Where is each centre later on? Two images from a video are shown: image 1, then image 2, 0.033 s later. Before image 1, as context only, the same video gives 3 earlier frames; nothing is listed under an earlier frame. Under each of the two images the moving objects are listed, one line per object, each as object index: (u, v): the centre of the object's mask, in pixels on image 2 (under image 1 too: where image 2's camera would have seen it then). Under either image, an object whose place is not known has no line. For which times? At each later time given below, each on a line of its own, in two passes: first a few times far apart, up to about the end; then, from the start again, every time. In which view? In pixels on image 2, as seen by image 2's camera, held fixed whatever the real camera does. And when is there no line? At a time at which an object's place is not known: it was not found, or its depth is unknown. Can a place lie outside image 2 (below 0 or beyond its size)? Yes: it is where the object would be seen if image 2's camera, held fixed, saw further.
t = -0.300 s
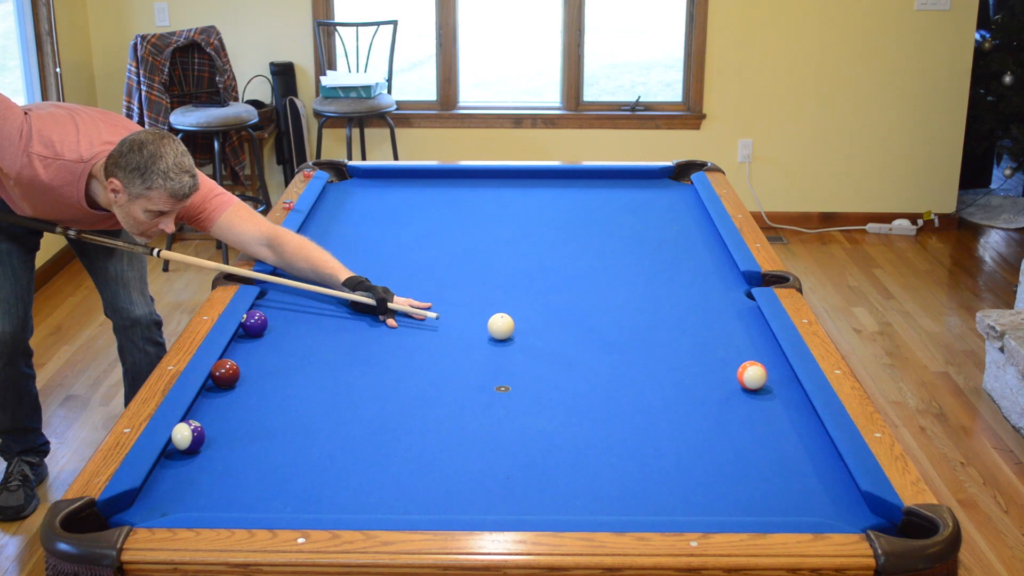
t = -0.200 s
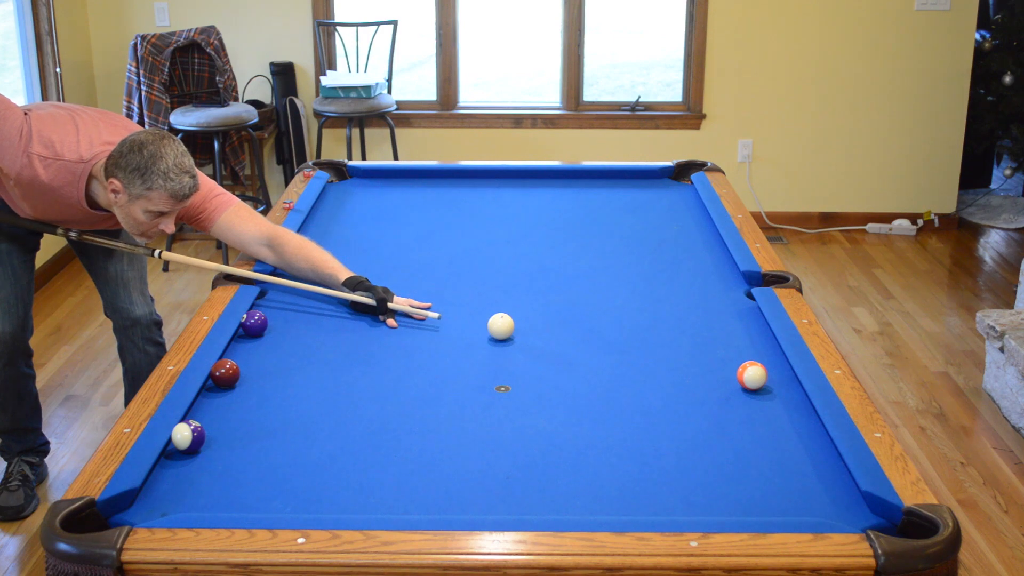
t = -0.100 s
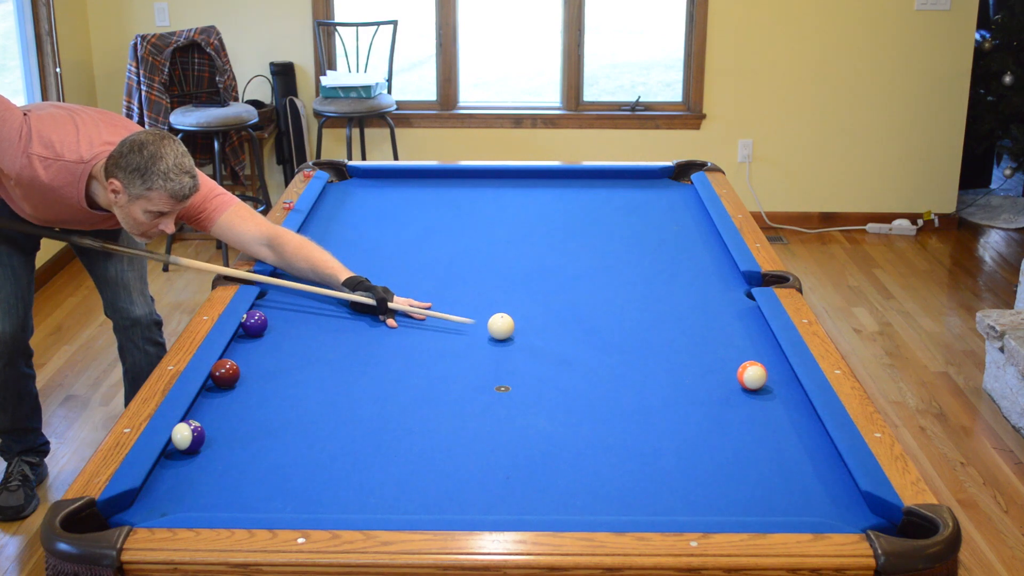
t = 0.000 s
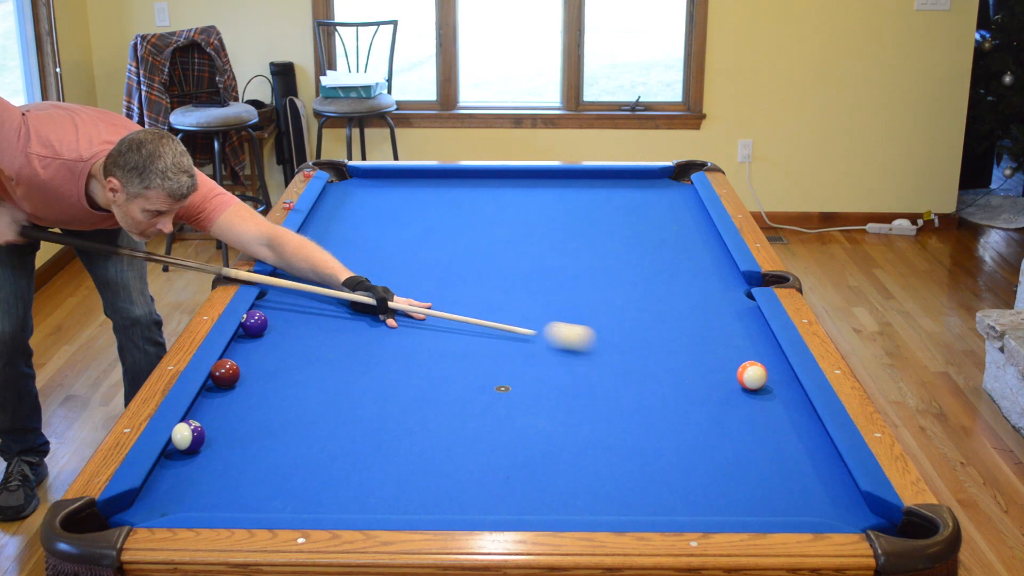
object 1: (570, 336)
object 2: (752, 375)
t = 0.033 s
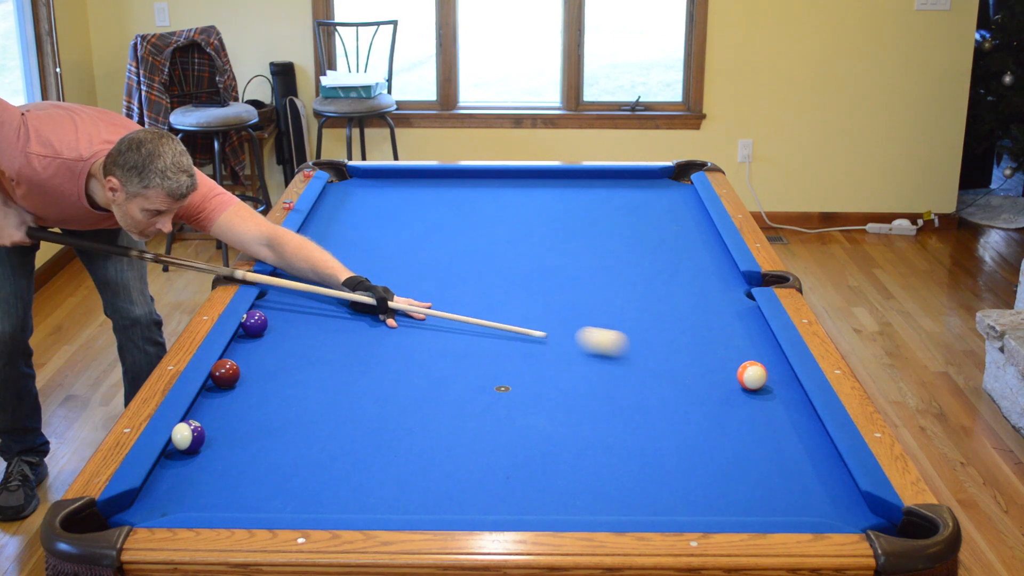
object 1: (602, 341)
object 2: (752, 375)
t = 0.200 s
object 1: (749, 359)
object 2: (753, 377)
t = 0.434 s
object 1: (694, 351)
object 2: (773, 401)
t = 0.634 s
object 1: (623, 341)
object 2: (790, 421)
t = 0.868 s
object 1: (547, 329)
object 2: (812, 445)
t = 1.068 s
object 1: (487, 320)
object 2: (828, 466)
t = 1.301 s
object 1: (422, 310)
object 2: (834, 488)
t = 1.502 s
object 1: (370, 302)
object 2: (839, 506)
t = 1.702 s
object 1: (322, 294)
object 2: (849, 516)
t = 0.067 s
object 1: (634, 346)
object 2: (752, 375)
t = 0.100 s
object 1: (665, 351)
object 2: (752, 375)
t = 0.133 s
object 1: (694, 356)
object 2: (752, 375)
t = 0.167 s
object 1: (722, 359)
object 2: (752, 375)
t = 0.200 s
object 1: (749, 359)
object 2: (753, 377)
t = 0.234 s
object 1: (772, 362)
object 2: (756, 381)
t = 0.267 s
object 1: (764, 360)
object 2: (759, 385)
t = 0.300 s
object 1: (747, 359)
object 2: (762, 388)
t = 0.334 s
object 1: (732, 357)
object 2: (765, 391)
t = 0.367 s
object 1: (718, 355)
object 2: (768, 394)
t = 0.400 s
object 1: (706, 353)
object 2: (770, 397)
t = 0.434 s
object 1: (694, 351)
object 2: (773, 401)
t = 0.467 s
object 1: (681, 349)
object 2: (776, 404)
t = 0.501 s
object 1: (670, 348)
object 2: (779, 407)
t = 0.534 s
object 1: (658, 346)
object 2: (782, 410)
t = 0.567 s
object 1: (646, 344)
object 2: (785, 414)
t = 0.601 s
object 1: (635, 342)
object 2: (788, 417)
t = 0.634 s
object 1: (623, 341)
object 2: (790, 421)
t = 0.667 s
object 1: (612, 339)
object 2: (793, 424)
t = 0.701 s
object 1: (601, 337)
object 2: (796, 427)
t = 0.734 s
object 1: (590, 336)
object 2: (799, 431)
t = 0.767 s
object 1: (579, 334)
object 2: (803, 434)
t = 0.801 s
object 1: (569, 332)
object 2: (806, 438)
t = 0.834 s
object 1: (558, 331)
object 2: (809, 441)
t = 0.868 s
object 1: (547, 329)
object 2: (812, 445)
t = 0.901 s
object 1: (537, 328)
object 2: (815, 448)
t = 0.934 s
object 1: (527, 326)
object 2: (818, 451)
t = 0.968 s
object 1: (517, 325)
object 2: (821, 455)
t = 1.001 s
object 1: (507, 323)
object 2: (824, 458)
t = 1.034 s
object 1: (497, 321)
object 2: (827, 462)
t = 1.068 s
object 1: (487, 320)
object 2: (828, 466)
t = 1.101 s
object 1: (478, 318)
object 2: (829, 469)
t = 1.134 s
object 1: (468, 317)
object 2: (830, 472)
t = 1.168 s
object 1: (459, 315)
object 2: (830, 475)
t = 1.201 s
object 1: (449, 314)
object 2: (831, 478)
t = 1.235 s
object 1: (440, 313)
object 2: (832, 482)
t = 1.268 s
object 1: (431, 311)
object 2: (833, 485)
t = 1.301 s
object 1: (422, 310)
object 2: (834, 488)
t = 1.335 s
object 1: (413, 308)
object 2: (834, 492)
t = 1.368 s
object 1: (404, 307)
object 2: (835, 495)
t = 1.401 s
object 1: (395, 306)
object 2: (836, 498)
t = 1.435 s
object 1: (387, 304)
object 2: (837, 501)
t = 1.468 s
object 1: (378, 303)
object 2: (838, 504)
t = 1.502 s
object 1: (370, 302)
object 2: (839, 506)
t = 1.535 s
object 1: (362, 300)
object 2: (840, 509)
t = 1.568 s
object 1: (354, 299)
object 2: (841, 511)
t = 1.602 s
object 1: (346, 298)
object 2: (842, 513)
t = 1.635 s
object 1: (338, 296)
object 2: (843, 515)
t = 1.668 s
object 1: (330, 295)
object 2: (846, 515)
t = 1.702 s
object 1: (322, 294)
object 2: (849, 516)
